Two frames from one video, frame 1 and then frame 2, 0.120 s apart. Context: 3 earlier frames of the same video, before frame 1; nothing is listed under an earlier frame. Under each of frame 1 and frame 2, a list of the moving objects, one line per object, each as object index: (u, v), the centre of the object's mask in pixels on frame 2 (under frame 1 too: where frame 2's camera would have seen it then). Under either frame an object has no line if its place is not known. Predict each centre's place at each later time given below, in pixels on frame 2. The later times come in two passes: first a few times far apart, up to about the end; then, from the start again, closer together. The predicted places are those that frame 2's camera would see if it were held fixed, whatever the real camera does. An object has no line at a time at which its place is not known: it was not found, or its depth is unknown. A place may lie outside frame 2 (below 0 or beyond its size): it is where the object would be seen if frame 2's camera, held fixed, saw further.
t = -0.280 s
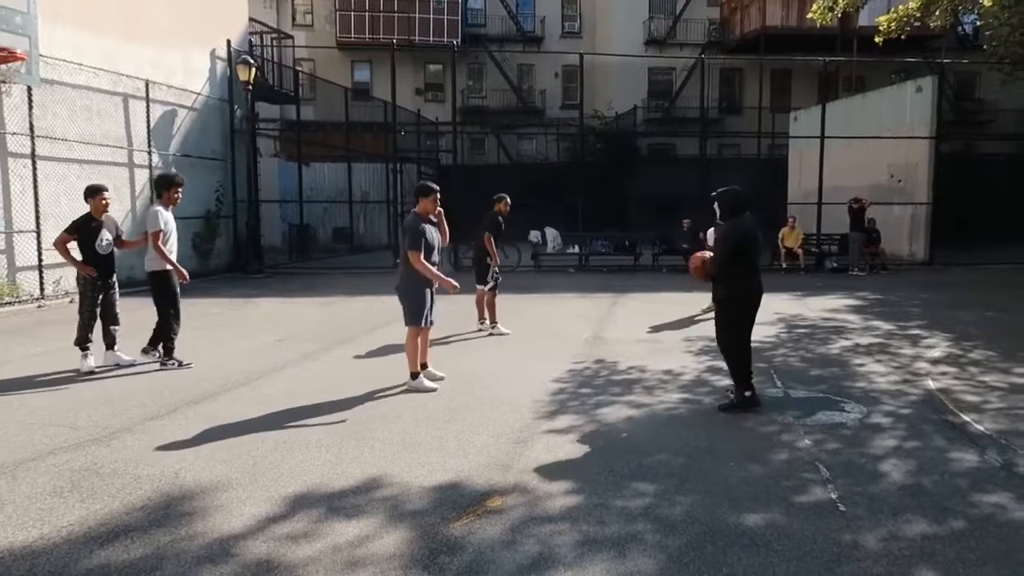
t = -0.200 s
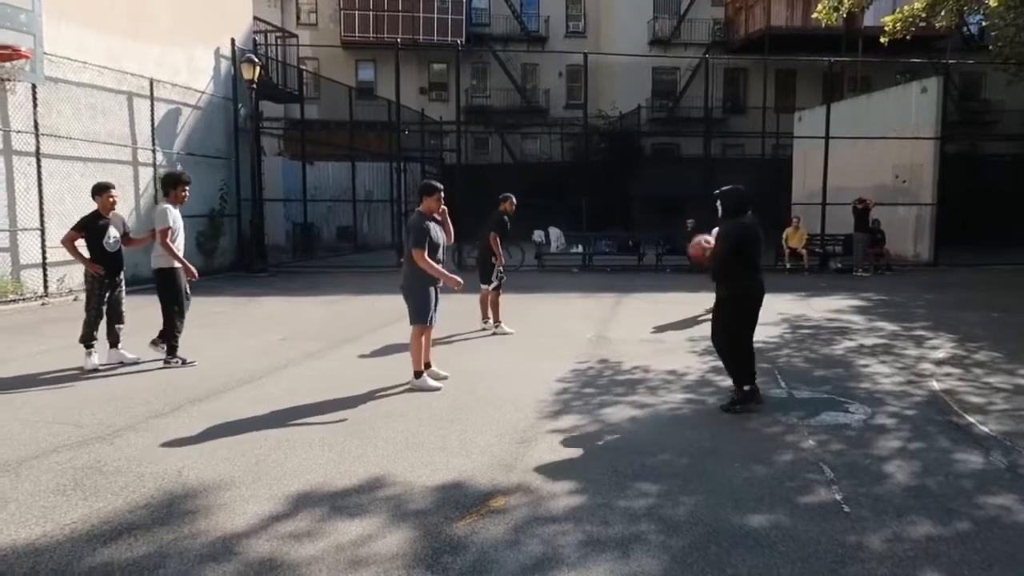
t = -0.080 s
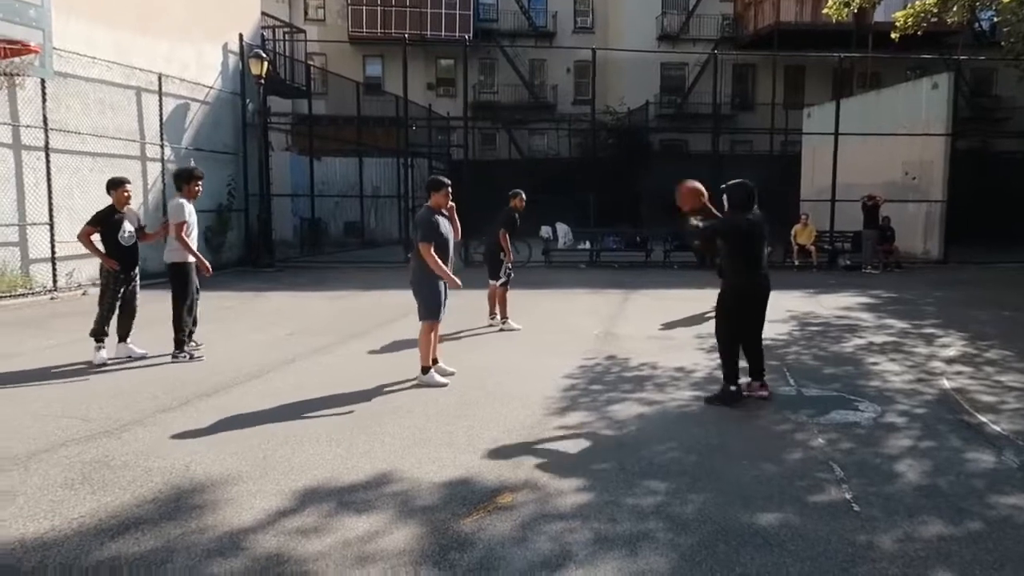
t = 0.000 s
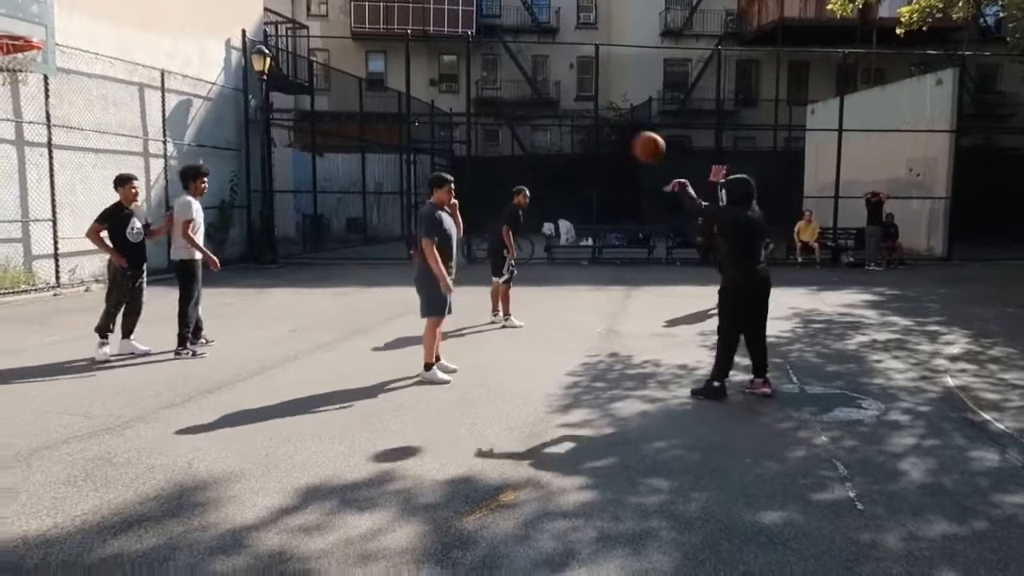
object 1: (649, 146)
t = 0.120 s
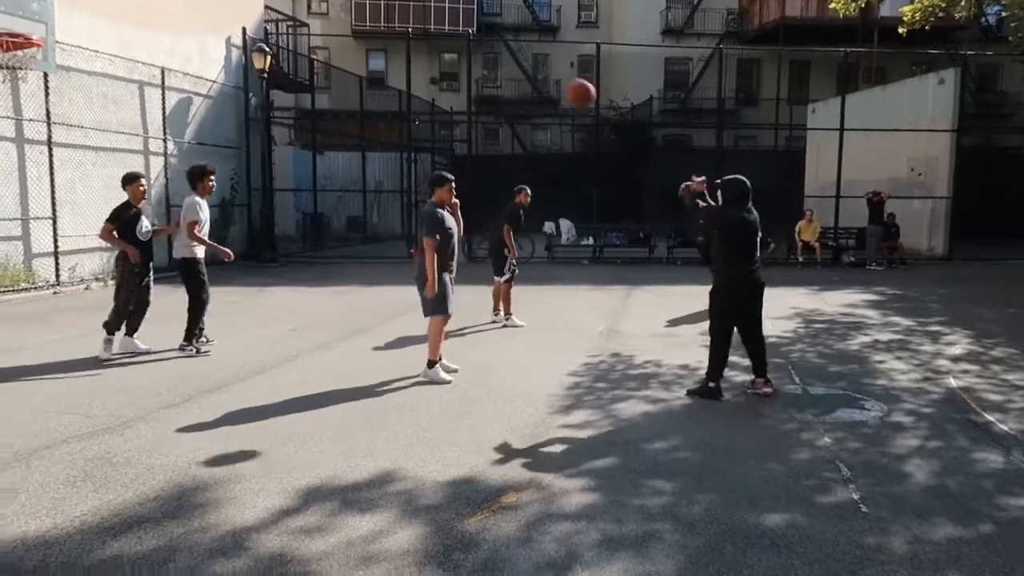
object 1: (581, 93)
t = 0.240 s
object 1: (517, 61)
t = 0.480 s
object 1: (411, 50)
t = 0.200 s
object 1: (537, 69)
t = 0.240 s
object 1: (517, 61)
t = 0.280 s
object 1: (498, 56)
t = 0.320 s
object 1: (479, 50)
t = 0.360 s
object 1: (461, 47)
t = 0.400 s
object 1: (445, 47)
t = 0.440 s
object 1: (427, 48)
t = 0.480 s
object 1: (411, 50)
